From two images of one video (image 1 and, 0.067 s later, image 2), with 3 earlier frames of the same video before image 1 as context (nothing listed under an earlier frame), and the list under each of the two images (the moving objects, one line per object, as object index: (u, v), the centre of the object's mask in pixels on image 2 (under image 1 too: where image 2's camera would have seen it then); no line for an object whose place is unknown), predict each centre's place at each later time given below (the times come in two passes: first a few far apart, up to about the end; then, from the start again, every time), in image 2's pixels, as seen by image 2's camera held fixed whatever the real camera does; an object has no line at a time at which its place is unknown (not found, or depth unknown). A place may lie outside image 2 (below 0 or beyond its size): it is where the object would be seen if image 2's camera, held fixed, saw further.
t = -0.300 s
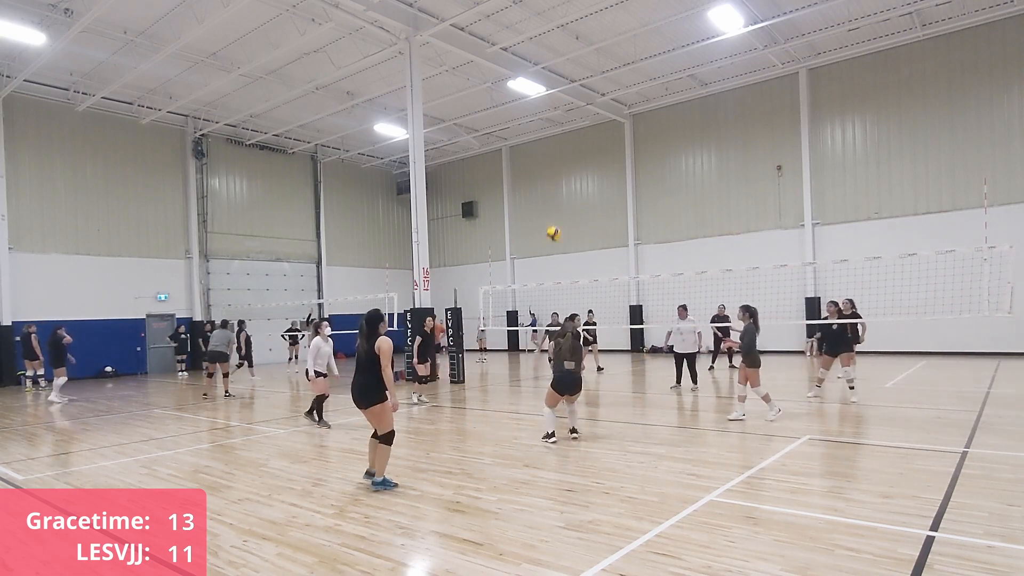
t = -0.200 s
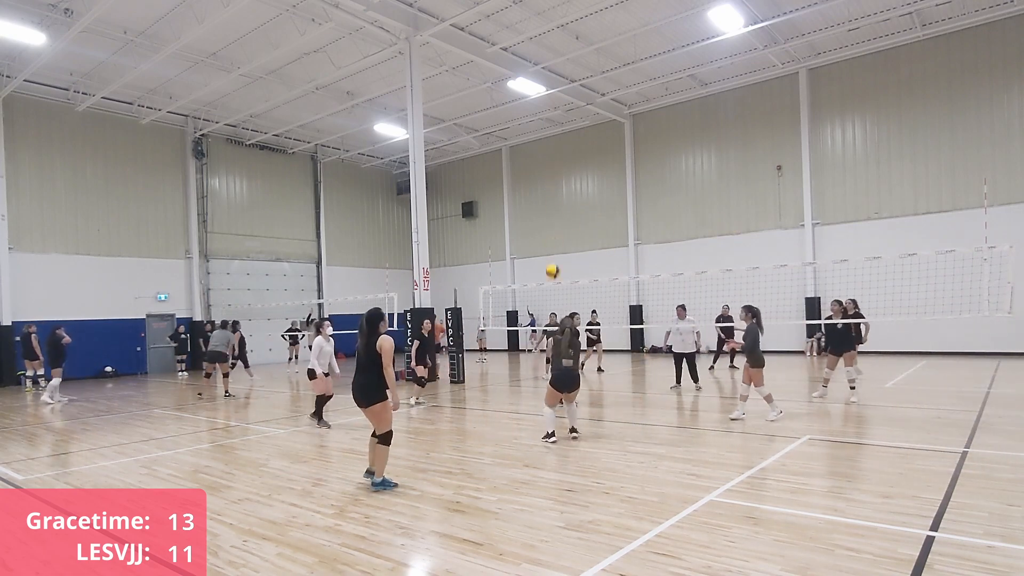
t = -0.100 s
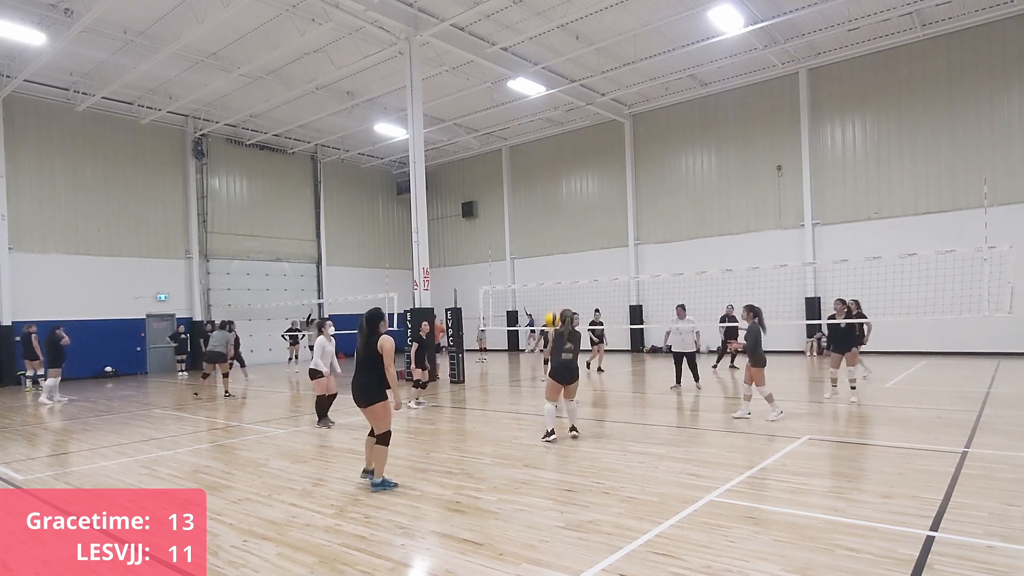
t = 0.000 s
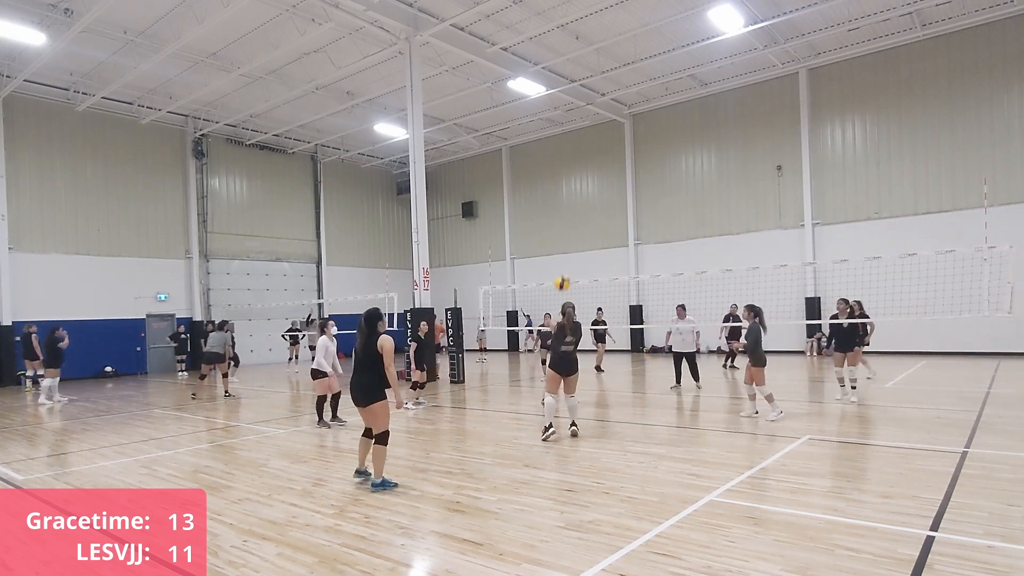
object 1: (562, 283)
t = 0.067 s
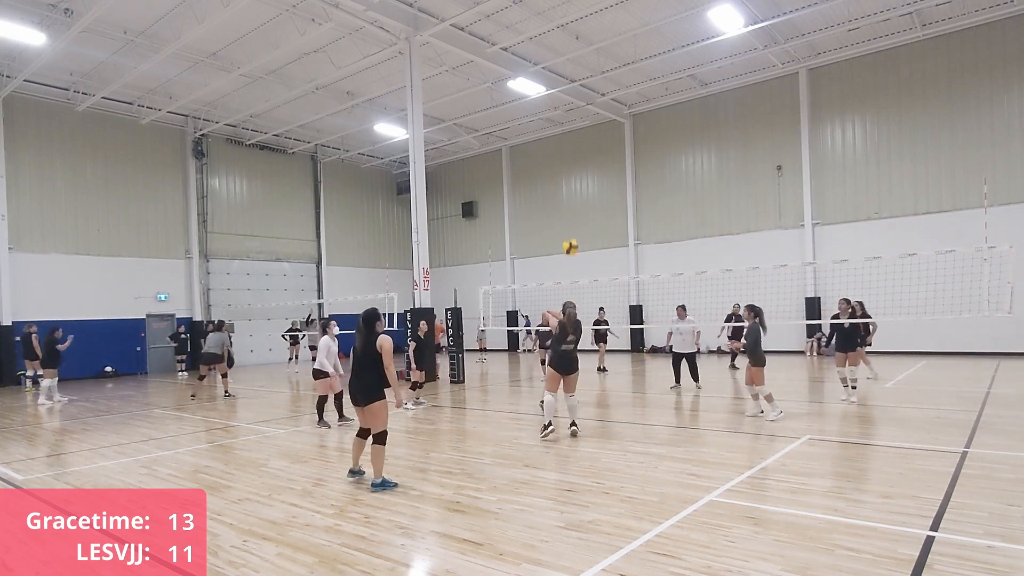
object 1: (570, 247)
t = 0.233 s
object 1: (591, 173)
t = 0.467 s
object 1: (621, 110)
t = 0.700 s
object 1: (651, 88)
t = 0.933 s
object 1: (681, 104)
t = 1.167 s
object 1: (711, 158)
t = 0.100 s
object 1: (575, 230)
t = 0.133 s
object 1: (578, 214)
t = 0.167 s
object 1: (583, 200)
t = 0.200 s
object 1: (587, 186)
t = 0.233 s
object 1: (591, 173)
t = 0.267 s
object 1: (595, 162)
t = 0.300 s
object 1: (600, 151)
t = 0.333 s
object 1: (604, 141)
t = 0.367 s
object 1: (608, 132)
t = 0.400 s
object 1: (612, 124)
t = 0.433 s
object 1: (617, 117)
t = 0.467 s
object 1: (621, 110)
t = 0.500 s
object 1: (625, 104)
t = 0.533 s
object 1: (630, 99)
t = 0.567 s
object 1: (634, 96)
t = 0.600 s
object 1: (638, 93)
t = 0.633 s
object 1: (642, 90)
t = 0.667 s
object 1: (646, 89)
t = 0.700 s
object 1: (651, 88)
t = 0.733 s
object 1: (655, 88)
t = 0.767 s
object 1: (660, 88)
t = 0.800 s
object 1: (664, 90)
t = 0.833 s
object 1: (668, 92)
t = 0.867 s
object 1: (672, 96)
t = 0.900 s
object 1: (677, 100)
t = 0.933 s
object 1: (681, 104)
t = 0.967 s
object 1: (686, 109)
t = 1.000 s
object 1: (690, 115)
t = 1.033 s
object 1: (694, 122)
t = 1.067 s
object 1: (699, 130)
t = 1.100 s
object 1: (703, 139)
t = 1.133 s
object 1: (707, 148)
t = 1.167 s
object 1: (711, 158)
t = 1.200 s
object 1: (716, 169)
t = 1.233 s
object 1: (720, 180)
